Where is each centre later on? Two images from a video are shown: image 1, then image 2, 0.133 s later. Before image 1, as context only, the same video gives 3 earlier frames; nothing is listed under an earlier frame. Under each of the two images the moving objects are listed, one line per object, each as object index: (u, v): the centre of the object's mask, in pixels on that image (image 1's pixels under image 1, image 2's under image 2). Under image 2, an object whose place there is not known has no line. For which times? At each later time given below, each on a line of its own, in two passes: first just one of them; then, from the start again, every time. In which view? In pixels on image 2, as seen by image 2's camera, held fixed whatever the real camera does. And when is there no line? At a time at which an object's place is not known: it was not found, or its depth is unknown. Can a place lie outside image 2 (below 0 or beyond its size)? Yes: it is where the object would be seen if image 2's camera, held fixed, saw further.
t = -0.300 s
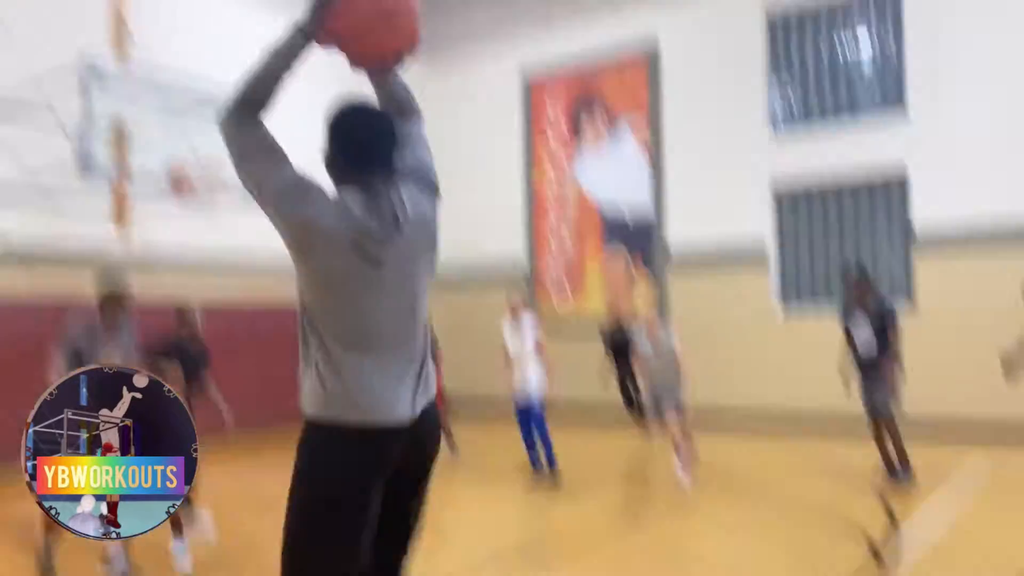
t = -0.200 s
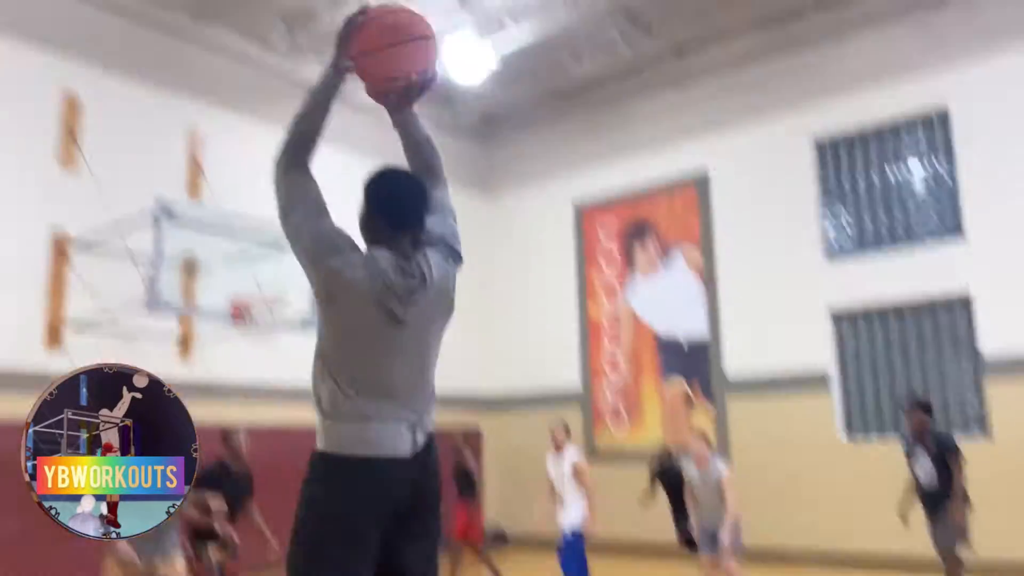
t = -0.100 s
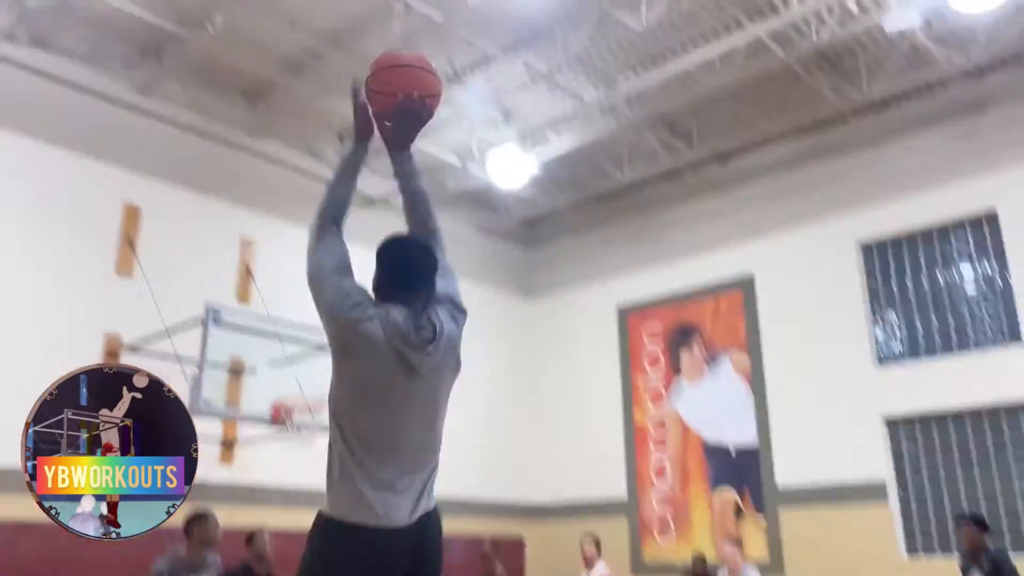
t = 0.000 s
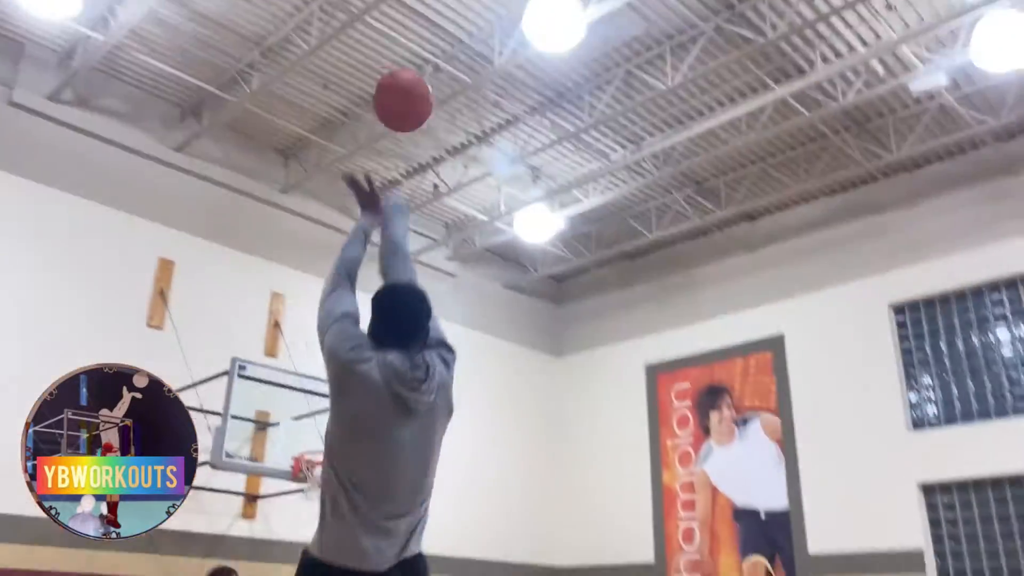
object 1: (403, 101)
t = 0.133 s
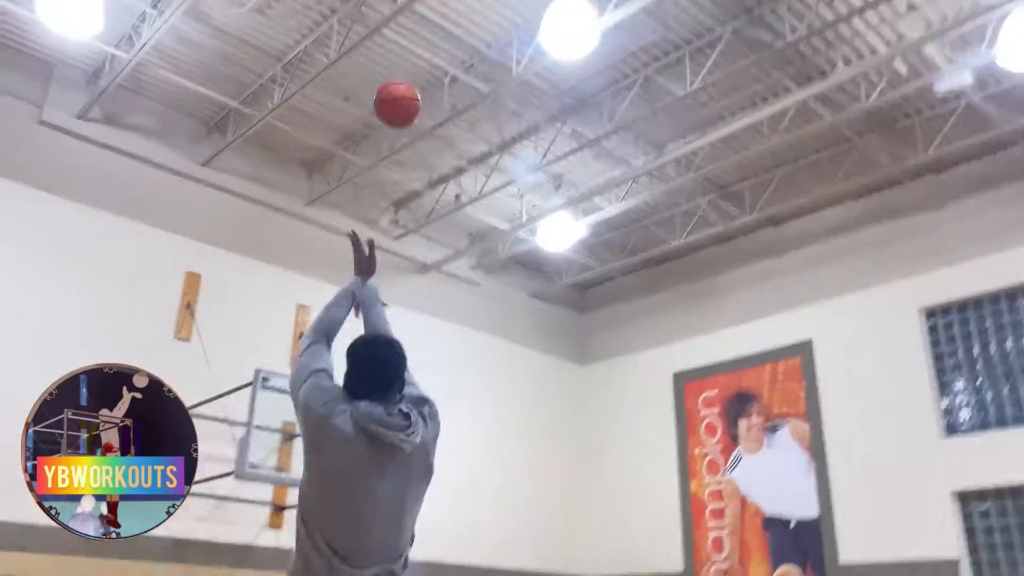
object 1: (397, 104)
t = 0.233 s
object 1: (389, 116)
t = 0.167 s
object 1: (394, 107)
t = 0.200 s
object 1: (391, 110)
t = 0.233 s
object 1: (389, 116)
